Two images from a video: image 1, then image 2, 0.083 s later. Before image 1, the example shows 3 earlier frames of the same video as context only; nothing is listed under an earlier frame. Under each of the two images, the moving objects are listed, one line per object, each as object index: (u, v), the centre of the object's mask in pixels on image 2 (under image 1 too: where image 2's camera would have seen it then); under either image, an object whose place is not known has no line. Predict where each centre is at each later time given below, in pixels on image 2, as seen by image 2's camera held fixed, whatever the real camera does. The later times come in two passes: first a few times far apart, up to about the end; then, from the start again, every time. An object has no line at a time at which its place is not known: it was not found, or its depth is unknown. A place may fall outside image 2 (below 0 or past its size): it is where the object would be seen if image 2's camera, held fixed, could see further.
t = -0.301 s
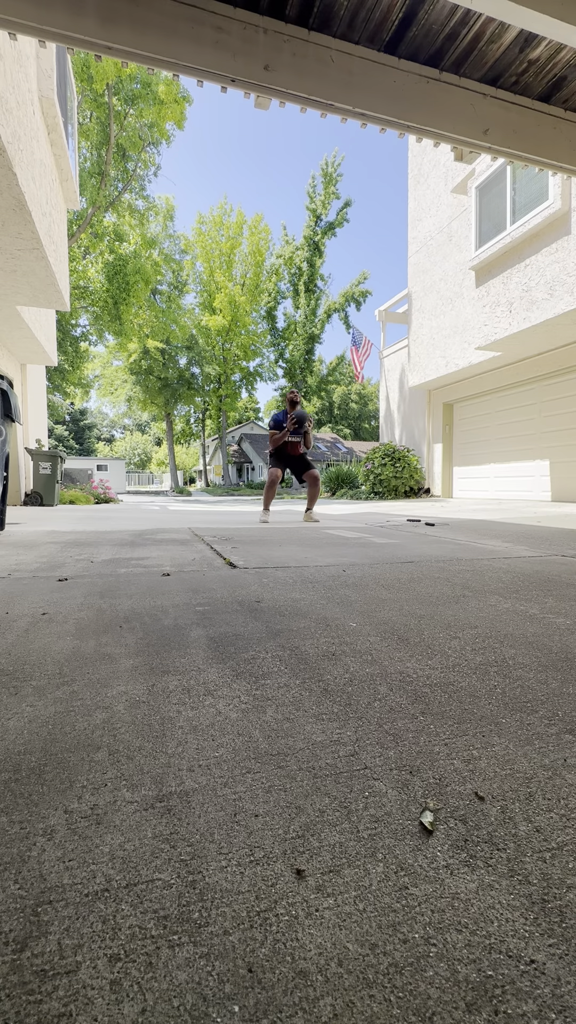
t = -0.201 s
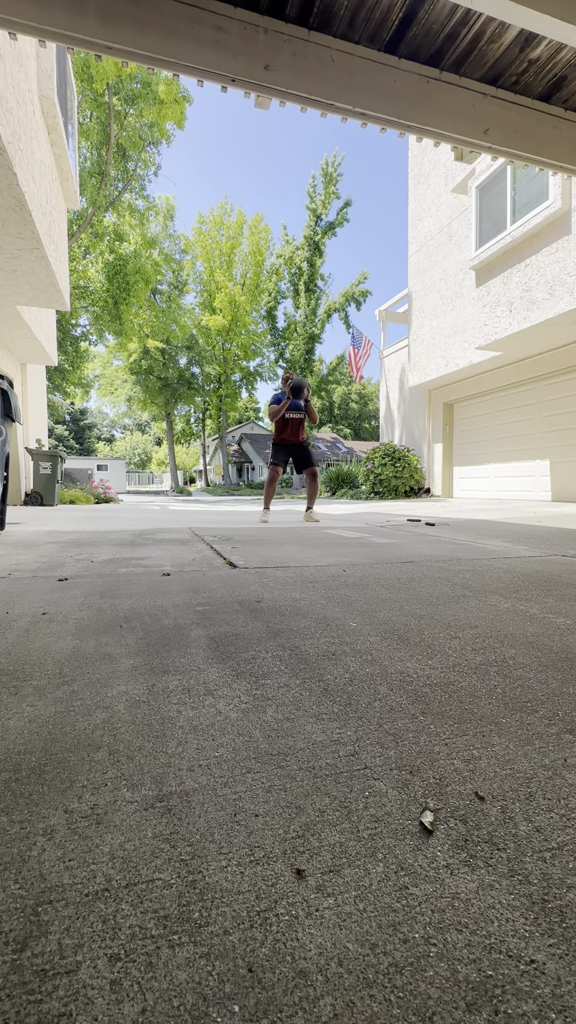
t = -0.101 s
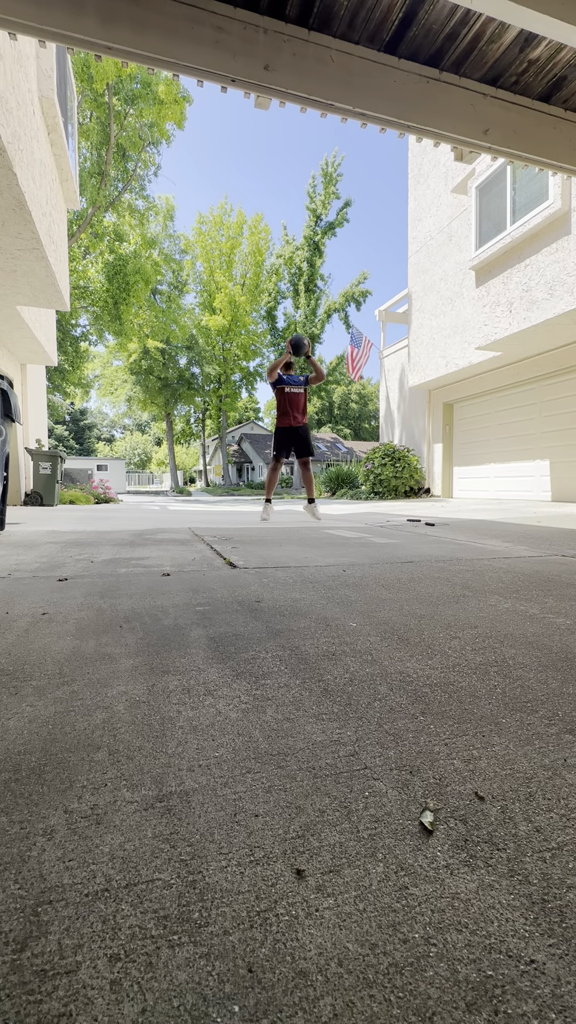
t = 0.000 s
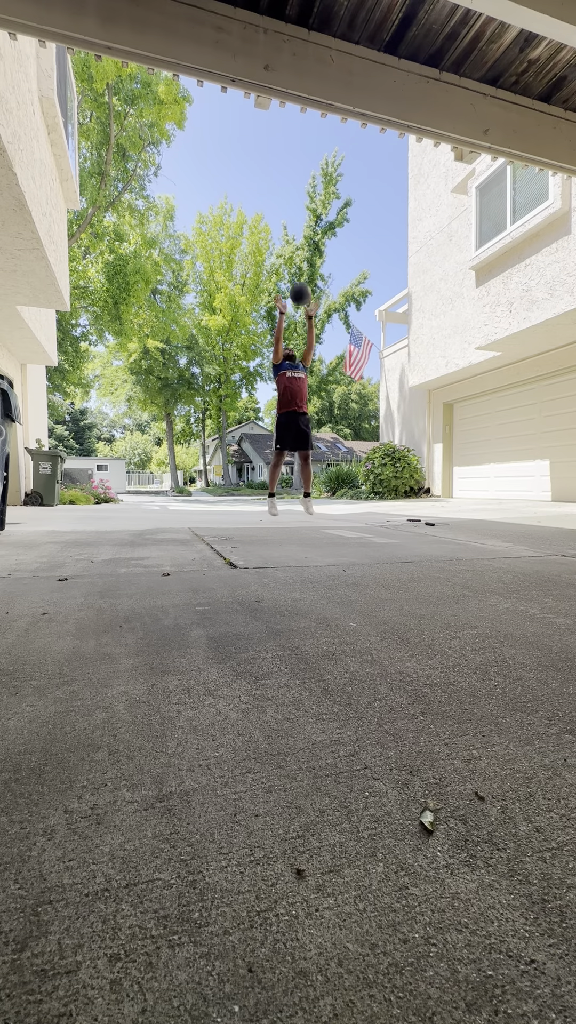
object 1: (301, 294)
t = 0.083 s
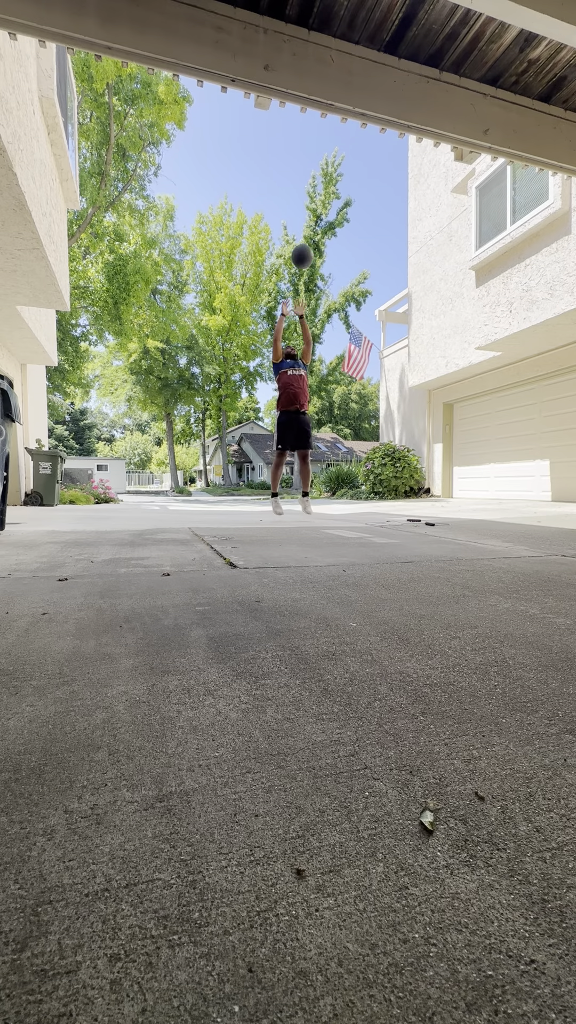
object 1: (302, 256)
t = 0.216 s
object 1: (305, 209)
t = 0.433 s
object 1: (309, 169)
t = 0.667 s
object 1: (312, 177)
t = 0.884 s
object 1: (316, 236)
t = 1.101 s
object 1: (321, 345)
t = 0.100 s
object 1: (303, 249)
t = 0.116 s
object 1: (303, 243)
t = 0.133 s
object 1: (303, 237)
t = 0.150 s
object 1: (304, 231)
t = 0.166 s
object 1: (304, 225)
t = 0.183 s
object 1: (304, 219)
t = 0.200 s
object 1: (305, 214)
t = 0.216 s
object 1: (305, 209)
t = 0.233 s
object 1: (305, 205)
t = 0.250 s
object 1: (305, 200)
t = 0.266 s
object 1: (306, 196)
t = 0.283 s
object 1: (306, 192)
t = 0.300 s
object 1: (306, 189)
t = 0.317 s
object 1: (307, 185)
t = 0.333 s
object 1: (307, 182)
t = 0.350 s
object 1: (307, 179)
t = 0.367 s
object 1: (308, 177)
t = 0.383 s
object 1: (308, 174)
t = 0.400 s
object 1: (308, 172)
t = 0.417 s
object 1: (308, 171)
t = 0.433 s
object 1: (309, 169)
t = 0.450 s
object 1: (309, 168)
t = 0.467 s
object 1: (309, 167)
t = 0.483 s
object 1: (309, 166)
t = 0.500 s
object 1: (310, 166)
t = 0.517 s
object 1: (310, 166)
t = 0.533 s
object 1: (310, 166)
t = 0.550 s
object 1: (310, 166)
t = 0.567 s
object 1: (311, 167)
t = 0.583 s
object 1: (311, 168)
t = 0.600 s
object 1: (311, 169)
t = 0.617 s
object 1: (312, 171)
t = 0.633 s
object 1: (312, 173)
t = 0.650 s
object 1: (312, 175)
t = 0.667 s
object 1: (312, 177)
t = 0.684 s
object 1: (313, 180)
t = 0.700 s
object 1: (313, 183)
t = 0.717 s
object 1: (313, 186)
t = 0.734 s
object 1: (313, 190)
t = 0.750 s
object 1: (313, 194)
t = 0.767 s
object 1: (314, 198)
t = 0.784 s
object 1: (314, 203)
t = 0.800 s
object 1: (314, 208)
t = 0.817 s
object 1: (315, 213)
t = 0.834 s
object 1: (315, 218)
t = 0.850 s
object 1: (316, 224)
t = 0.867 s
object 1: (316, 230)
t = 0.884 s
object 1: (316, 236)
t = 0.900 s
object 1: (317, 243)
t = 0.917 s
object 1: (317, 250)
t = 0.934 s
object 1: (317, 256)
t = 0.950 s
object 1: (318, 264)
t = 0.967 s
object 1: (318, 272)
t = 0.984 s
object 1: (318, 280)
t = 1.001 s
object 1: (319, 289)
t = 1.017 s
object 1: (319, 297)
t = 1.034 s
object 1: (319, 306)
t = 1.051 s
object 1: (320, 315)
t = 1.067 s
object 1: (320, 325)
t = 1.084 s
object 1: (321, 335)
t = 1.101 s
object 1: (321, 345)
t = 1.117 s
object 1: (321, 355)
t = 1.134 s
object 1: (322, 366)
